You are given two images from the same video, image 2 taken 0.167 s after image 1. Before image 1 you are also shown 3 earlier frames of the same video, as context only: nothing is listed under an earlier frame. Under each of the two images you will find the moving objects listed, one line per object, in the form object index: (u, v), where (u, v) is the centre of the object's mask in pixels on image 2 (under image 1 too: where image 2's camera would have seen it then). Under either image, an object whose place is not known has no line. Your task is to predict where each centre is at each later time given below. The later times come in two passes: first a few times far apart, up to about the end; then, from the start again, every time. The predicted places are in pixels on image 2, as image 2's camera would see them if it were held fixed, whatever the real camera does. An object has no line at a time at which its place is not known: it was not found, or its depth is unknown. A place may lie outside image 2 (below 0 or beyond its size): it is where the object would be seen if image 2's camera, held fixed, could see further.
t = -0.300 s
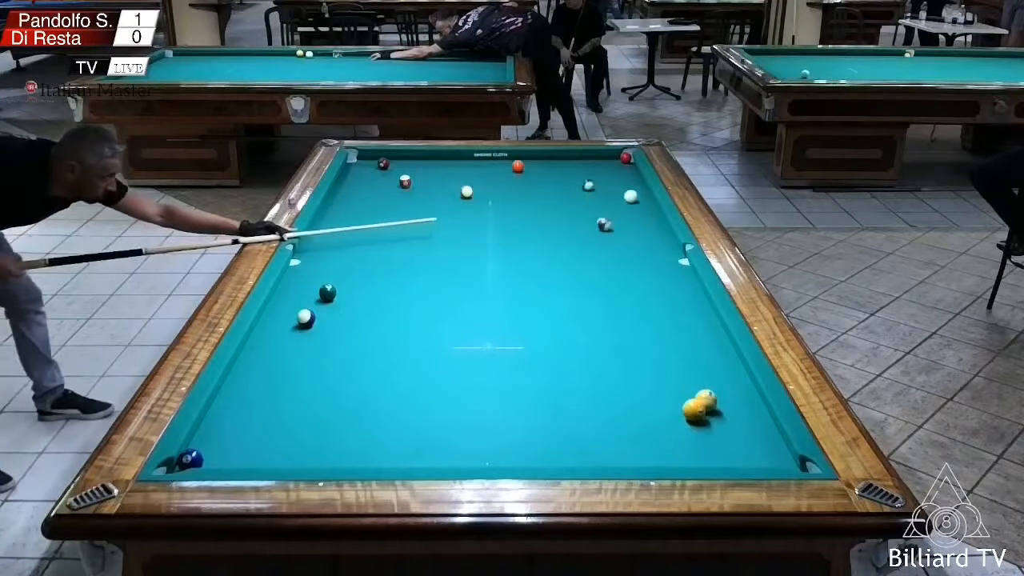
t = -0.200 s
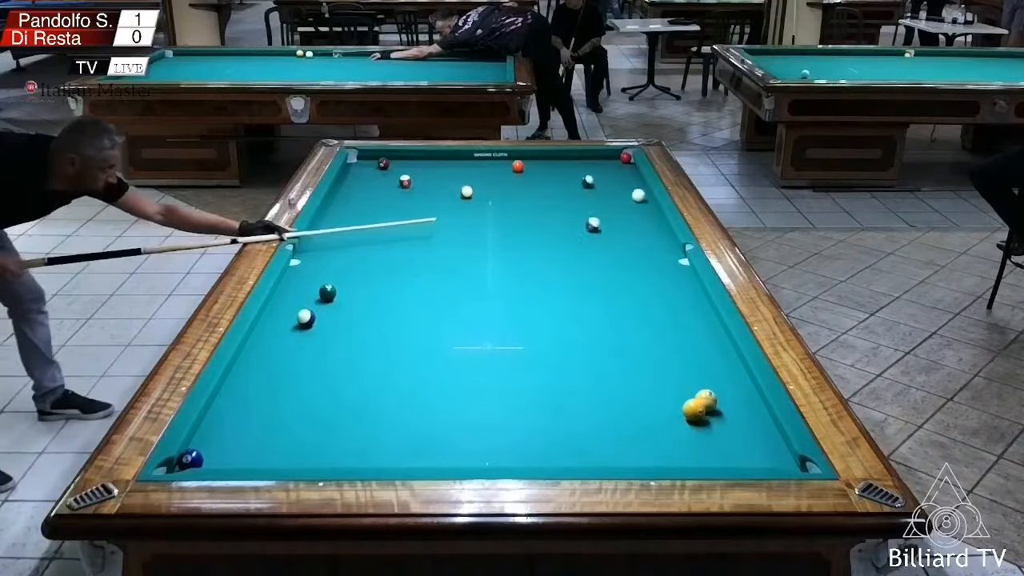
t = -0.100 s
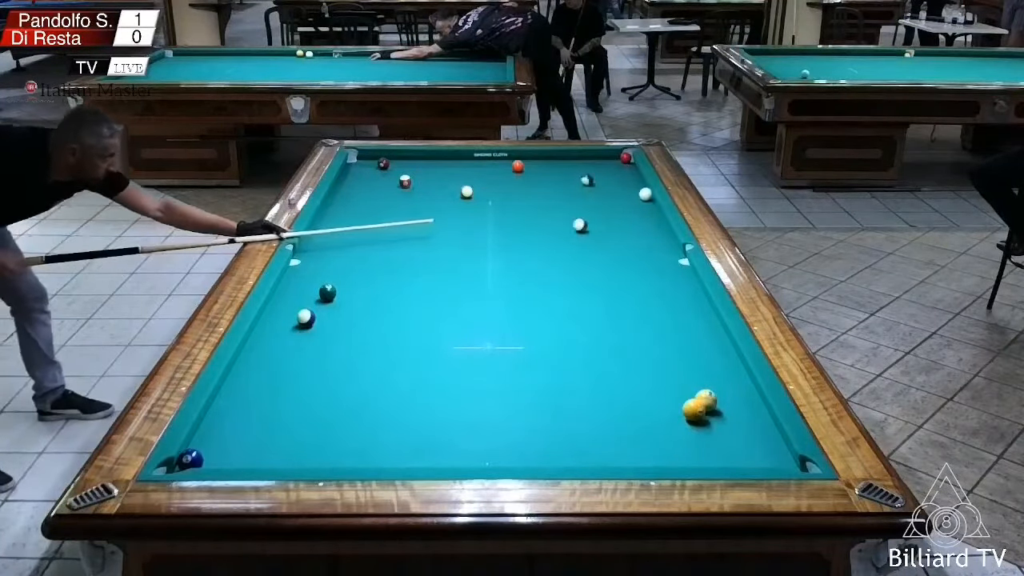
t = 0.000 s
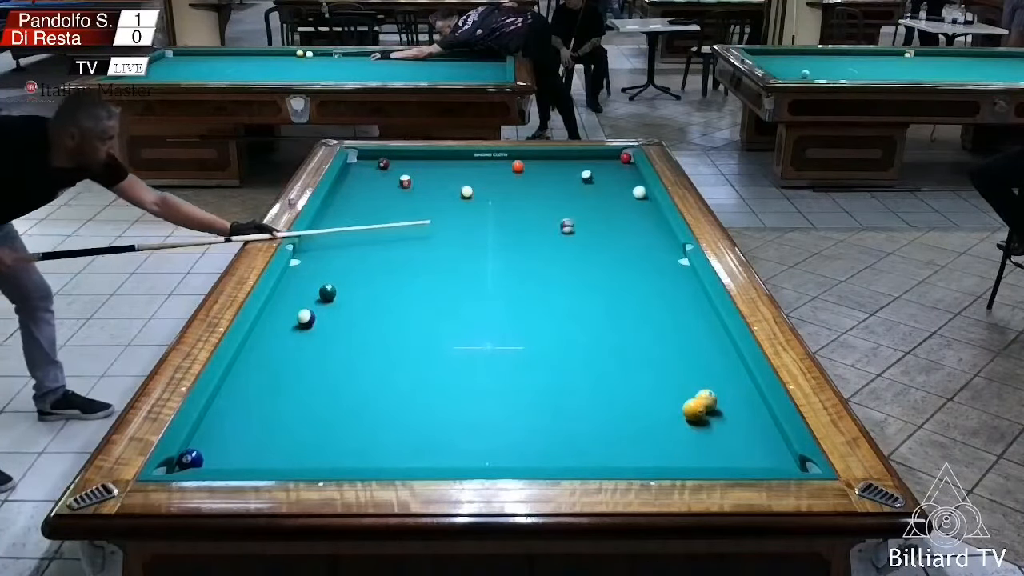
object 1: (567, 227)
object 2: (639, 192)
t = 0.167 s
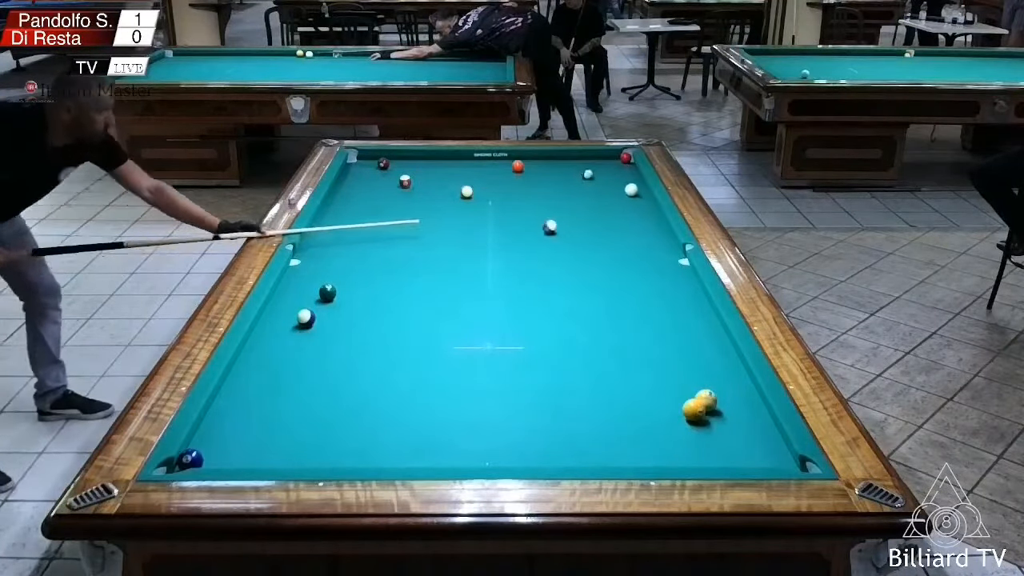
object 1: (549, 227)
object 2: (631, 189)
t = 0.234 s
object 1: (541, 227)
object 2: (628, 188)
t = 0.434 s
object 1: (521, 229)
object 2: (619, 186)
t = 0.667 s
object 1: (492, 231)
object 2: (607, 182)
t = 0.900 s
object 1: (467, 233)
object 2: (597, 179)
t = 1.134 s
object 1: (443, 235)
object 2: (587, 176)
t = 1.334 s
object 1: (420, 236)
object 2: (579, 174)
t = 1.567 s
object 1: (395, 238)
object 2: (571, 171)
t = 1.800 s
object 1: (373, 240)
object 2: (563, 169)
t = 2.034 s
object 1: (348, 241)
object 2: (556, 167)
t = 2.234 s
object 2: (550, 165)
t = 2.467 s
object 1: (308, 242)
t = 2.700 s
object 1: (320, 244)
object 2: (538, 161)
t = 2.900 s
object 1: (330, 245)
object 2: (533, 160)
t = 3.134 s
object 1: (341, 245)
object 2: (528, 158)
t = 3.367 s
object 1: (351, 245)
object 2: (523, 157)
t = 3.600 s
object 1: (362, 246)
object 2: (519, 155)
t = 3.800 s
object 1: (370, 247)
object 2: (517, 155)
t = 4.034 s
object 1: (378, 247)
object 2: (515, 156)
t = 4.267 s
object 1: (386, 247)
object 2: (513, 156)
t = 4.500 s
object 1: (393, 248)
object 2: (512, 157)
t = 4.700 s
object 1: (398, 248)
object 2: (511, 157)
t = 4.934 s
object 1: (405, 248)
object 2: (511, 157)
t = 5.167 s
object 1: (410, 249)
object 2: (510, 158)
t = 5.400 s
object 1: (415, 249)
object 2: (510, 158)
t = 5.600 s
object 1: (418, 250)
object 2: (510, 158)
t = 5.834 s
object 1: (421, 250)
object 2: (510, 158)
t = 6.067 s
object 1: (424, 250)
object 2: (510, 158)
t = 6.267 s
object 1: (426, 250)
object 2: (510, 158)
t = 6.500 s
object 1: (427, 250)
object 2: (510, 158)
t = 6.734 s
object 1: (428, 250)
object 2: (510, 158)
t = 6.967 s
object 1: (428, 250)
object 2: (510, 158)
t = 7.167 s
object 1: (428, 250)
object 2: (510, 158)
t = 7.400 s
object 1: (428, 250)
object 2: (510, 158)
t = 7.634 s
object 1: (428, 250)
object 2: (510, 158)
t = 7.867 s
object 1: (428, 250)
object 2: (510, 158)
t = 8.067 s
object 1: (428, 250)
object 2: (510, 158)
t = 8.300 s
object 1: (428, 250)
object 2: (510, 158)
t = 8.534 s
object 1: (428, 250)
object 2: (510, 158)
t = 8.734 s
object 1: (428, 250)
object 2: (510, 158)
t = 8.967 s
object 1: (428, 250)
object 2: (510, 158)
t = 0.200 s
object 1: (545, 227)
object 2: (629, 189)
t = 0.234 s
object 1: (541, 227)
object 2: (628, 188)
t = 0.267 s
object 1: (537, 228)
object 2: (626, 188)
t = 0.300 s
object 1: (533, 229)
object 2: (624, 187)
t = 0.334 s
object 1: (530, 230)
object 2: (623, 187)
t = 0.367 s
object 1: (526, 229)
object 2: (621, 186)
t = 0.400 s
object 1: (522, 229)
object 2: (620, 186)
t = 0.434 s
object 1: (521, 229)
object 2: (619, 186)
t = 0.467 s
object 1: (515, 230)
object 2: (616, 185)
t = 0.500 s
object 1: (511, 231)
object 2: (615, 184)
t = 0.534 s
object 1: (508, 231)
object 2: (613, 184)
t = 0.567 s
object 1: (504, 230)
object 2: (611, 184)
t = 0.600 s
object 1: (500, 230)
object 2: (610, 183)
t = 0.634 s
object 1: (496, 230)
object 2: (608, 183)
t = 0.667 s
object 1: (492, 231)
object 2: (607, 182)
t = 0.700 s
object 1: (488, 232)
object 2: (605, 182)
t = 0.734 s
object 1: (485, 232)
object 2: (604, 181)
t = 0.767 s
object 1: (481, 232)
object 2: (602, 181)
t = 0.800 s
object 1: (478, 232)
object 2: (601, 180)
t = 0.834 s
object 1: (474, 232)
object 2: (599, 180)
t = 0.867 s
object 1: (470, 233)
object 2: (598, 180)
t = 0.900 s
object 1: (467, 233)
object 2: (597, 179)
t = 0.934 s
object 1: (464, 233)
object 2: (595, 179)
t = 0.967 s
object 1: (460, 233)
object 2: (594, 178)
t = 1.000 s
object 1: (456, 233)
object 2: (592, 178)
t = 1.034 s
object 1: (452, 233)
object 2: (591, 178)
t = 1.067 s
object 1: (448, 234)
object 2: (589, 177)
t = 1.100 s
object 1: (445, 234)
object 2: (588, 177)
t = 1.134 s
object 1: (443, 235)
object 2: (587, 176)
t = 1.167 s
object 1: (438, 235)
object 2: (585, 176)
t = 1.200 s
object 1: (434, 235)
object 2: (584, 175)
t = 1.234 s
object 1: (430, 235)
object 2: (583, 175)
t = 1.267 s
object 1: (427, 235)
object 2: (582, 175)
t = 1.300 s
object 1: (423, 235)
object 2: (580, 174)
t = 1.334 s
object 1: (420, 236)
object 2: (579, 174)
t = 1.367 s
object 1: (417, 236)
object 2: (578, 174)
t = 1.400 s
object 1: (413, 236)
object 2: (577, 173)
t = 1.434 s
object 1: (410, 236)
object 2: (575, 173)
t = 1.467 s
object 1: (406, 236)
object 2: (574, 172)
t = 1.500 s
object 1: (404, 236)
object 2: (574, 172)
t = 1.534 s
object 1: (400, 237)
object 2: (572, 172)
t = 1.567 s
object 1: (395, 238)
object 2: (571, 171)
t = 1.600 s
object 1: (391, 238)
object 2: (569, 171)
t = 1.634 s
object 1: (389, 238)
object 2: (568, 171)
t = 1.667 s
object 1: (385, 238)
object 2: (567, 170)
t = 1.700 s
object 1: (382, 238)
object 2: (566, 170)
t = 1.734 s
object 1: (378, 238)
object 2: (565, 170)
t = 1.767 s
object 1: (375, 239)
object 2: (564, 169)
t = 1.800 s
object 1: (373, 240)
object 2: (563, 169)
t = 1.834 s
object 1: (370, 239)
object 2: (562, 169)
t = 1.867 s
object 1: (368, 239)
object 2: (561, 169)
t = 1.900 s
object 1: (364, 239)
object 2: (560, 168)
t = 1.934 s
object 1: (360, 239)
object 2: (560, 168)
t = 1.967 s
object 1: (356, 239)
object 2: (558, 168)
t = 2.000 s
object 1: (352, 240)
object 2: (557, 168)
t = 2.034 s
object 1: (348, 241)
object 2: (556, 167)
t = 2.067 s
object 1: (344, 242)
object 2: (555, 167)
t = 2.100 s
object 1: (341, 240)
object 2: (554, 166)
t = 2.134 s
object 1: (338, 241)
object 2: (552, 166)
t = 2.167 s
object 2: (551, 165)
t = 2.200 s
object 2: (550, 165)
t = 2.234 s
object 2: (550, 165)
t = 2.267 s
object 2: (549, 165)
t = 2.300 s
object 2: (548, 165)
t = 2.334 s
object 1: (321, 242)
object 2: (547, 164)
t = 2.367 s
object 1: (317, 242)
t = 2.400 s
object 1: (313, 242)
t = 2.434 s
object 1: (310, 242)
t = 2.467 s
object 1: (308, 242)
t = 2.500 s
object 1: (309, 242)
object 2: (542, 162)
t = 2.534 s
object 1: (311, 242)
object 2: (542, 162)
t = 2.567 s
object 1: (313, 243)
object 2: (541, 162)
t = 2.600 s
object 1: (315, 243)
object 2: (540, 162)
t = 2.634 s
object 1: (317, 243)
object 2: (539, 162)
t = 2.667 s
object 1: (318, 244)
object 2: (538, 162)
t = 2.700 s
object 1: (320, 244)
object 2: (538, 161)
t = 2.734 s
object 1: (322, 244)
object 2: (537, 161)
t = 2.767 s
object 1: (324, 245)
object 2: (536, 161)
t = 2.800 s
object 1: (326, 245)
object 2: (535, 161)
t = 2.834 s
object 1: (327, 244)
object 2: (534, 160)
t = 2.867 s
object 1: (328, 245)
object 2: (533, 160)
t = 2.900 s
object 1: (330, 245)
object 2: (533, 160)
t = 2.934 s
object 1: (332, 244)
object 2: (532, 160)
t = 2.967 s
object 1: (333, 244)
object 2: (532, 160)
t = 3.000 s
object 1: (335, 245)
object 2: (531, 159)
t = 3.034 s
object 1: (336, 245)
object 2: (530, 159)
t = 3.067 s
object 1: (338, 245)
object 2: (530, 159)
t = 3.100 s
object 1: (340, 245)
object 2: (529, 159)
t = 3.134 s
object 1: (341, 245)
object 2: (528, 158)
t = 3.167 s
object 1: (343, 245)
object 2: (527, 158)
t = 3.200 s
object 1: (344, 245)
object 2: (526, 158)
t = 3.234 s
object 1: (346, 245)
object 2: (526, 158)
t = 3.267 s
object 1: (347, 245)
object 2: (525, 157)
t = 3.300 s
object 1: (349, 245)
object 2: (525, 157)
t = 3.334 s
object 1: (350, 245)
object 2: (524, 157)
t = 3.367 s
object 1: (351, 245)
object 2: (523, 157)
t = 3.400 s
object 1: (353, 245)
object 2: (523, 157)
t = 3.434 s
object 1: (354, 245)
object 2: (522, 156)
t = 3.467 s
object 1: (356, 245)
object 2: (522, 156)
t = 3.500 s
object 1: (357, 245)
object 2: (521, 156)
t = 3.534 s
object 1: (359, 246)
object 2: (520, 155)
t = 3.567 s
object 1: (361, 246)
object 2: (519, 155)
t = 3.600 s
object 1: (362, 246)
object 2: (519, 155)
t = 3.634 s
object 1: (364, 247)
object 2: (519, 155)
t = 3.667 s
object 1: (365, 247)
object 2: (518, 155)
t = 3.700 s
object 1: (366, 247)
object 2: (518, 155)
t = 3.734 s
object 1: (367, 247)
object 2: (518, 155)
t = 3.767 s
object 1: (368, 247)
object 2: (517, 155)
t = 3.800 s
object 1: (370, 247)
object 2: (517, 155)
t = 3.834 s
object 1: (371, 247)
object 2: (517, 155)
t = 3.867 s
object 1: (372, 248)
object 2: (516, 155)
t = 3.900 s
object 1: (373, 247)
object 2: (516, 156)
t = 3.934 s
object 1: (374, 247)
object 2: (516, 156)
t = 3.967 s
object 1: (376, 247)
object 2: (515, 156)
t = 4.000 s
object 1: (377, 247)
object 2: (515, 156)
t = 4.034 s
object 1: (378, 247)
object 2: (515, 156)
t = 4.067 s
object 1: (379, 247)
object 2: (515, 156)
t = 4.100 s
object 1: (380, 247)
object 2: (514, 156)
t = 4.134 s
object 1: (381, 247)
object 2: (514, 156)
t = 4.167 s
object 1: (382, 247)
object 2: (514, 156)
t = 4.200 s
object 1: (384, 247)
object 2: (514, 156)
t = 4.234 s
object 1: (385, 247)
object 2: (514, 156)
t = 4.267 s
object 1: (386, 247)
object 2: (513, 156)
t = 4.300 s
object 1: (387, 247)
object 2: (513, 156)
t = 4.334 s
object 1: (387, 247)
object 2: (513, 156)
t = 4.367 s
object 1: (389, 248)
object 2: (513, 157)
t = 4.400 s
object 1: (390, 248)
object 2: (512, 157)
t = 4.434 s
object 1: (390, 248)
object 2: (512, 157)
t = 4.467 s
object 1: (391, 248)
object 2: (512, 157)
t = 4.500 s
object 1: (393, 248)
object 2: (512, 157)
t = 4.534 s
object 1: (393, 248)
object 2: (512, 157)
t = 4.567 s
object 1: (394, 248)
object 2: (512, 157)
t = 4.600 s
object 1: (395, 248)
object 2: (512, 157)
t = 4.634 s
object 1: (396, 248)
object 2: (512, 157)
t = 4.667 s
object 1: (397, 248)
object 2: (512, 157)
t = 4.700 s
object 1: (398, 248)
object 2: (511, 157)
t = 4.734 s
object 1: (399, 248)
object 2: (511, 157)
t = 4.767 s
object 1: (401, 248)
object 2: (511, 157)
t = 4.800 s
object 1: (401, 248)
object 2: (511, 157)
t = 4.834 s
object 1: (402, 248)
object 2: (511, 157)
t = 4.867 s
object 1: (403, 248)
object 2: (511, 157)
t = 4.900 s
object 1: (404, 248)
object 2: (511, 157)
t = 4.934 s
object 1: (405, 248)
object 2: (511, 157)
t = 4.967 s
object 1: (406, 248)
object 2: (511, 157)
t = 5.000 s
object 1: (407, 249)
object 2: (511, 158)
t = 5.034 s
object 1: (407, 248)
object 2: (511, 158)
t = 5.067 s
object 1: (408, 249)
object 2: (511, 158)
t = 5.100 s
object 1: (409, 249)
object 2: (511, 158)
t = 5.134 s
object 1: (410, 249)
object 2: (510, 158)
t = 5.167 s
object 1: (410, 249)
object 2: (510, 158)
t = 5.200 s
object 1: (411, 249)
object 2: (511, 158)
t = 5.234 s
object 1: (412, 249)
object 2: (510, 158)
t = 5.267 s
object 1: (413, 250)
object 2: (511, 158)
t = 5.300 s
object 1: (413, 250)
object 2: (511, 158)
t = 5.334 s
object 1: (414, 249)
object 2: (510, 158)
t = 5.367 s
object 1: (414, 249)
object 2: (510, 158)
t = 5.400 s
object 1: (415, 249)
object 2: (510, 158)
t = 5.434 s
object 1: (415, 250)
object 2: (510, 158)
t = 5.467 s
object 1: (416, 250)
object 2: (510, 158)
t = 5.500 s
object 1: (416, 250)
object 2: (510, 158)
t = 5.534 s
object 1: (417, 250)
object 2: (510, 158)
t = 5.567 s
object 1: (418, 250)
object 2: (510, 158)
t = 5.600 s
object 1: (418, 250)
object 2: (510, 158)
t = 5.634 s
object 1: (419, 250)
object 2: (510, 158)
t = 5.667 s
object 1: (419, 250)
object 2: (510, 158)
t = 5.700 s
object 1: (420, 250)
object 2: (510, 158)
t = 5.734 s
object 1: (420, 250)
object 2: (510, 158)
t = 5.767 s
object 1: (421, 250)
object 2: (510, 158)
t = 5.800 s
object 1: (421, 250)
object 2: (510, 158)
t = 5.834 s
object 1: (421, 250)
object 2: (510, 158)
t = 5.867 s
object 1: (422, 250)
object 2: (510, 158)
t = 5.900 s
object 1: (422, 250)
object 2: (510, 158)
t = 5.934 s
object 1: (423, 250)
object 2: (510, 158)
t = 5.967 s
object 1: (423, 250)
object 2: (510, 158)
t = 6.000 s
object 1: (423, 250)
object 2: (510, 158)
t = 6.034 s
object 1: (424, 250)
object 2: (510, 158)
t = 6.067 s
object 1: (424, 250)
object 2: (510, 158)
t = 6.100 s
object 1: (424, 250)
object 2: (510, 158)
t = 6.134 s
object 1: (424, 250)
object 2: (510, 158)
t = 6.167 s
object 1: (425, 250)
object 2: (510, 158)
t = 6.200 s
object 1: (425, 250)
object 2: (510, 158)
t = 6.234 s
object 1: (425, 250)
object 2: (510, 158)
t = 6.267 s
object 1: (426, 250)
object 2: (510, 158)
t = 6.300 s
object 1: (426, 250)
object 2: (510, 158)
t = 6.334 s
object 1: (426, 250)
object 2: (510, 158)
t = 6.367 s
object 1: (426, 250)
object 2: (510, 158)
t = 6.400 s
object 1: (426, 250)
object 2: (510, 158)
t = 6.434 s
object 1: (426, 250)
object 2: (510, 158)
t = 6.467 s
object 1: (427, 249)
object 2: (510, 158)
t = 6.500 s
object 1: (427, 250)
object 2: (510, 158)
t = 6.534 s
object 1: (427, 250)
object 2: (510, 158)
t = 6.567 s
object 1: (427, 250)
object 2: (510, 158)
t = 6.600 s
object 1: (427, 250)
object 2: (510, 158)
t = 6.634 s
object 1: (427, 250)
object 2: (510, 158)
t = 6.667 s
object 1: (427, 250)
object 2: (510, 158)
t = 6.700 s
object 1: (427, 250)
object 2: (510, 158)
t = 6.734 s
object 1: (428, 250)
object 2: (510, 158)
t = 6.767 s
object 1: (428, 250)
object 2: (510, 158)
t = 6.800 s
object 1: (428, 250)
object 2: (510, 158)
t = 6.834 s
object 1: (428, 250)
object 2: (510, 158)
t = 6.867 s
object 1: (428, 250)
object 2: (510, 158)
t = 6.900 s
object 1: (428, 250)
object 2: (510, 158)
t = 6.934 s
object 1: (428, 250)
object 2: (510, 158)
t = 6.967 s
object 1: (428, 250)
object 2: (510, 158)
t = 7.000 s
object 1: (428, 250)
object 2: (510, 158)
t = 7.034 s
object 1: (428, 250)
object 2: (510, 158)
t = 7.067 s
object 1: (428, 250)
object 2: (510, 158)
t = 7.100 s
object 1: (428, 250)
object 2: (510, 158)
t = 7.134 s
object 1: (428, 250)
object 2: (510, 158)
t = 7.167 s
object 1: (428, 250)
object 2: (510, 158)
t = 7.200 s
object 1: (428, 250)
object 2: (510, 158)
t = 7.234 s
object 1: (428, 250)
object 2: (510, 158)
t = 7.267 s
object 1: (428, 250)
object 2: (510, 158)
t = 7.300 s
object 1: (428, 250)
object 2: (510, 158)
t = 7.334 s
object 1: (428, 250)
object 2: (510, 158)
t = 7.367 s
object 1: (428, 250)
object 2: (510, 158)
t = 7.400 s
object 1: (428, 250)
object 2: (510, 158)
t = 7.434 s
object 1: (428, 250)
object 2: (510, 158)
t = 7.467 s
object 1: (428, 250)
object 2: (510, 158)
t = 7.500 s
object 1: (428, 250)
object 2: (510, 158)
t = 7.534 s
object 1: (428, 250)
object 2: (510, 158)
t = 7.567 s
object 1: (428, 250)
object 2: (510, 158)
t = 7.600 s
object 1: (428, 250)
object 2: (510, 158)
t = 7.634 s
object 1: (428, 250)
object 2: (510, 158)
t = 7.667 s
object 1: (428, 250)
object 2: (510, 158)
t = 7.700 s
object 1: (428, 250)
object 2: (510, 158)
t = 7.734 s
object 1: (428, 250)
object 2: (510, 158)
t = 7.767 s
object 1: (428, 250)
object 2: (510, 158)
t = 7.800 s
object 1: (428, 250)
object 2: (510, 158)
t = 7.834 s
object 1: (428, 250)
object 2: (510, 158)
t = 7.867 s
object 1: (428, 250)
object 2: (510, 158)
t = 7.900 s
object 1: (428, 250)
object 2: (510, 158)
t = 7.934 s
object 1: (428, 250)
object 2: (510, 158)
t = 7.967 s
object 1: (428, 250)
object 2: (510, 158)
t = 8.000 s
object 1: (428, 250)
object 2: (510, 158)
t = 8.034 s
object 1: (428, 250)
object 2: (510, 158)
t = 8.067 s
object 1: (428, 250)
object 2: (510, 158)
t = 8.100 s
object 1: (428, 250)
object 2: (510, 158)
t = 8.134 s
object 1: (428, 250)
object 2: (510, 158)
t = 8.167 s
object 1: (428, 250)
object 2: (510, 158)
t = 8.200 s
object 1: (428, 250)
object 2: (510, 158)
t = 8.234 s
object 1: (428, 250)
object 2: (510, 158)
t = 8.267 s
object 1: (428, 250)
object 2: (510, 158)
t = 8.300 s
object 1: (428, 250)
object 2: (510, 158)
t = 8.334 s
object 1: (428, 250)
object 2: (510, 158)
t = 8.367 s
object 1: (428, 250)
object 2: (510, 158)
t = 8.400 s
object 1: (428, 250)
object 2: (510, 158)
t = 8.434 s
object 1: (428, 250)
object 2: (510, 158)
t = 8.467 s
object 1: (428, 250)
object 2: (510, 158)
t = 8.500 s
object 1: (428, 250)
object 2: (510, 158)
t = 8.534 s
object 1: (428, 250)
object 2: (510, 158)
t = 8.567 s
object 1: (428, 250)
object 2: (510, 158)
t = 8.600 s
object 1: (428, 250)
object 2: (510, 158)
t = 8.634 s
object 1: (428, 250)
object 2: (510, 158)
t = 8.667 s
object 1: (428, 250)
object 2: (510, 158)
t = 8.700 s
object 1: (428, 250)
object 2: (510, 158)
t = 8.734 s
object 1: (428, 250)
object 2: (510, 158)
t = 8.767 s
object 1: (428, 250)
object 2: (510, 158)
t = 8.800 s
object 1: (428, 250)
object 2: (510, 158)
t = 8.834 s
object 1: (428, 250)
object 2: (510, 158)
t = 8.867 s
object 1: (428, 250)
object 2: (510, 158)
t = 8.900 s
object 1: (428, 250)
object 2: (510, 158)
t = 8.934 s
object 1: (428, 250)
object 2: (510, 158)
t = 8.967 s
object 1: (428, 250)
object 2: (510, 158)
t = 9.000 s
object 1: (428, 250)
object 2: (510, 158)
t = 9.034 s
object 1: (428, 250)
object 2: (510, 158)
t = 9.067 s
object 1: (428, 250)
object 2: (510, 158)
